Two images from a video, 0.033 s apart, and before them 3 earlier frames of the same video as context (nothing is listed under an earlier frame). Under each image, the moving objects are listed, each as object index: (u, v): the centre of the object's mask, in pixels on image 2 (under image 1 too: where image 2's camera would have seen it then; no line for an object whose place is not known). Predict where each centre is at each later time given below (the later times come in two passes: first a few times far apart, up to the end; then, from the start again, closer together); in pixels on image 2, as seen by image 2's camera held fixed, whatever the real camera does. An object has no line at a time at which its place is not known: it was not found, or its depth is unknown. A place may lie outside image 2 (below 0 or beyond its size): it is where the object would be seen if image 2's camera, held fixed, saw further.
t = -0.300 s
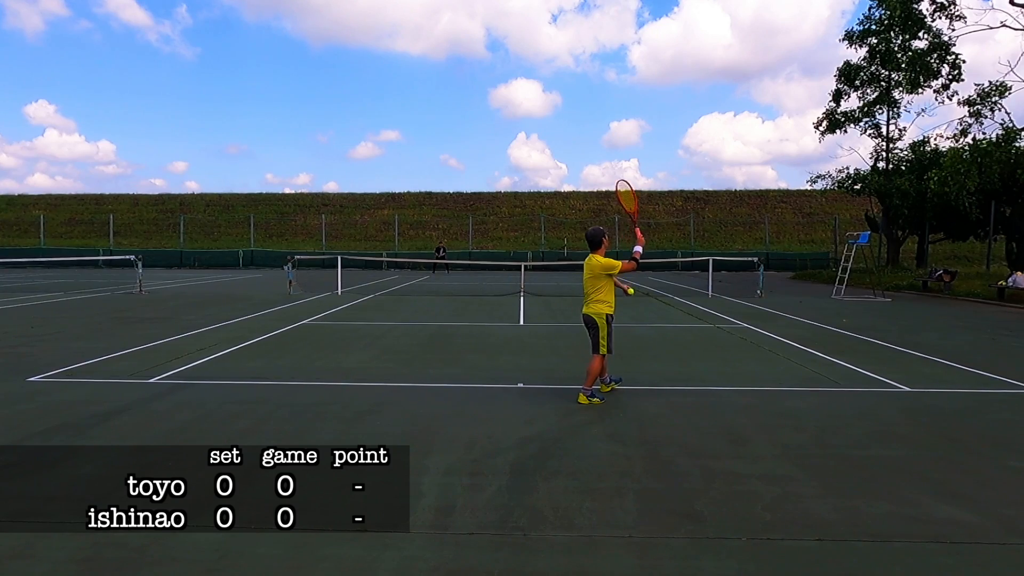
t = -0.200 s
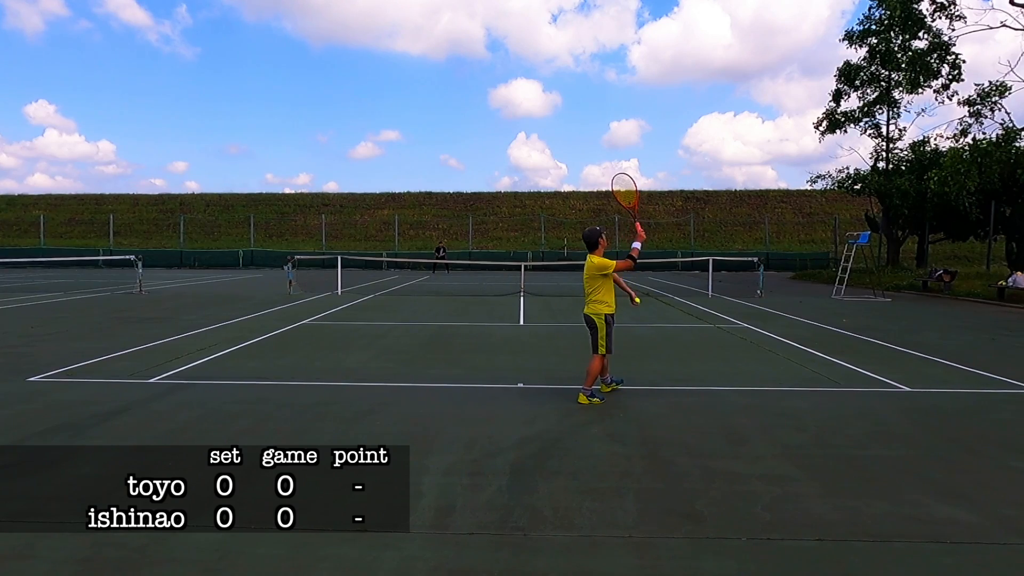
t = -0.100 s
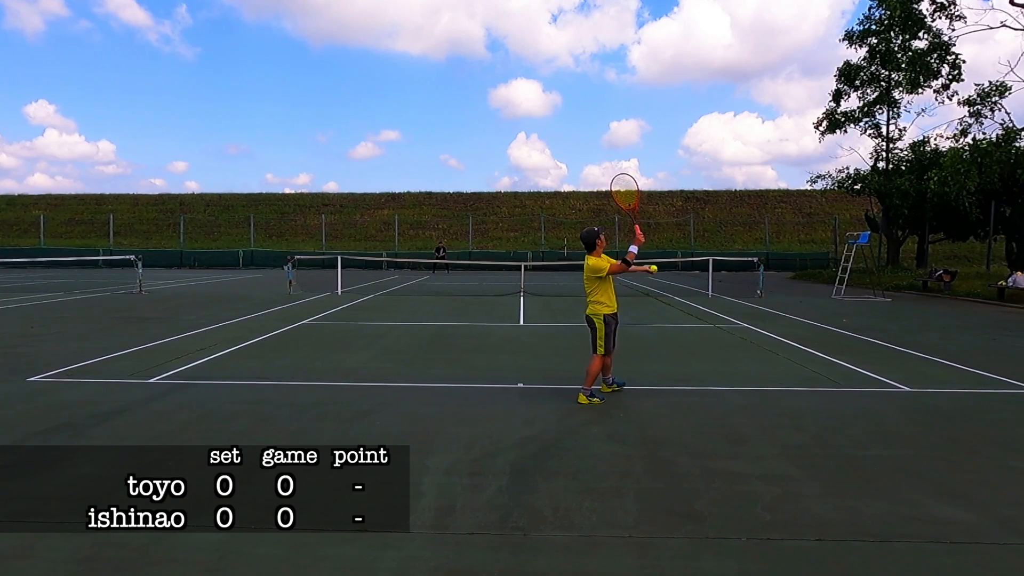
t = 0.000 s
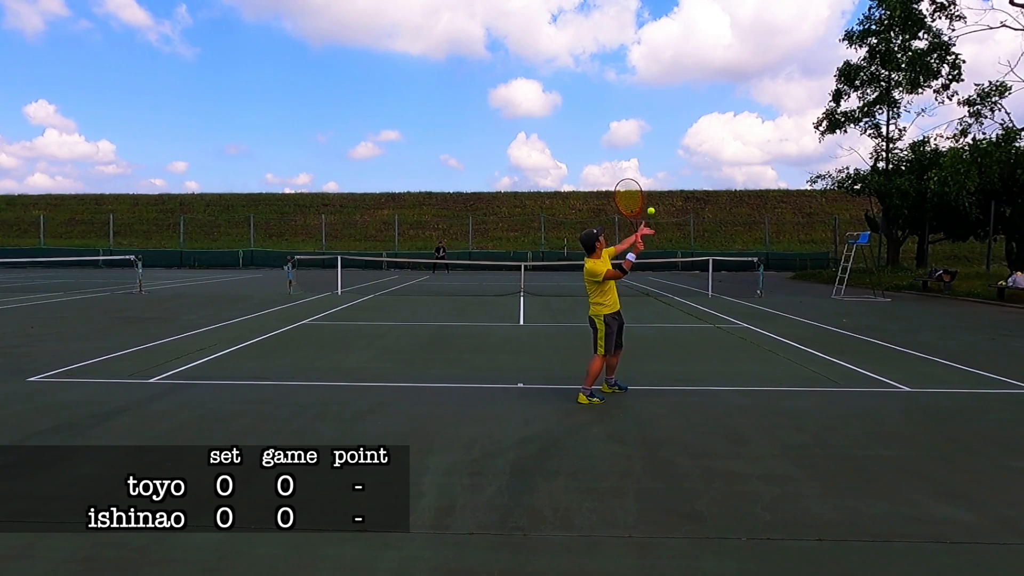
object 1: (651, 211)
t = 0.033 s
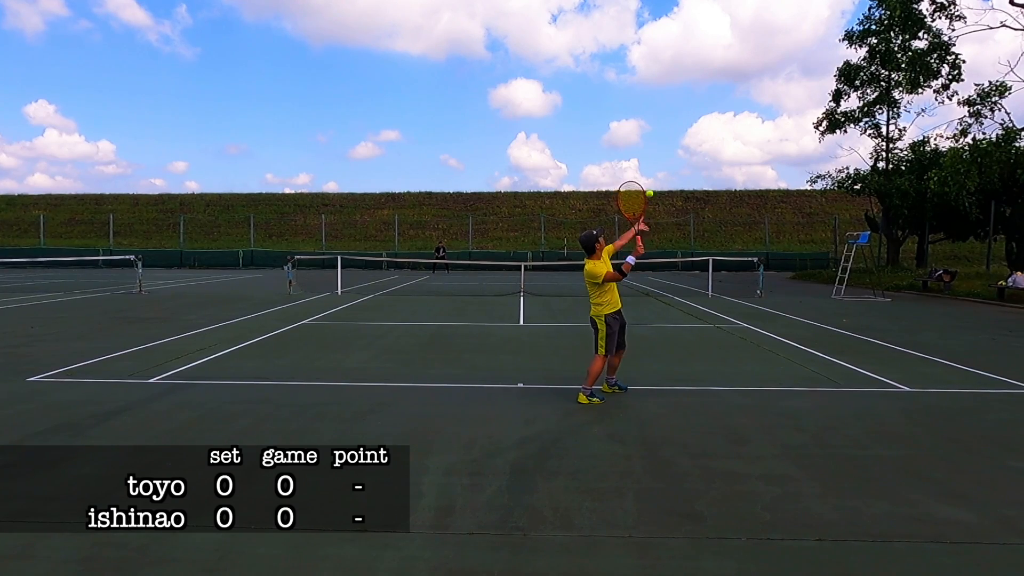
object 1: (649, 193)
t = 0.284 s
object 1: (638, 99)
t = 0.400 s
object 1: (633, 77)
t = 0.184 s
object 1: (643, 130)
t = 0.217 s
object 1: (641, 119)
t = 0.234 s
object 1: (640, 113)
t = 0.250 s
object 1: (640, 109)
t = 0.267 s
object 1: (639, 104)
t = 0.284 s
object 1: (638, 99)
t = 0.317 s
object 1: (637, 92)
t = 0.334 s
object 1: (636, 88)
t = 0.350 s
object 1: (635, 85)
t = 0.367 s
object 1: (635, 82)
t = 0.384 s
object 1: (634, 79)
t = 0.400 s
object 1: (633, 77)
